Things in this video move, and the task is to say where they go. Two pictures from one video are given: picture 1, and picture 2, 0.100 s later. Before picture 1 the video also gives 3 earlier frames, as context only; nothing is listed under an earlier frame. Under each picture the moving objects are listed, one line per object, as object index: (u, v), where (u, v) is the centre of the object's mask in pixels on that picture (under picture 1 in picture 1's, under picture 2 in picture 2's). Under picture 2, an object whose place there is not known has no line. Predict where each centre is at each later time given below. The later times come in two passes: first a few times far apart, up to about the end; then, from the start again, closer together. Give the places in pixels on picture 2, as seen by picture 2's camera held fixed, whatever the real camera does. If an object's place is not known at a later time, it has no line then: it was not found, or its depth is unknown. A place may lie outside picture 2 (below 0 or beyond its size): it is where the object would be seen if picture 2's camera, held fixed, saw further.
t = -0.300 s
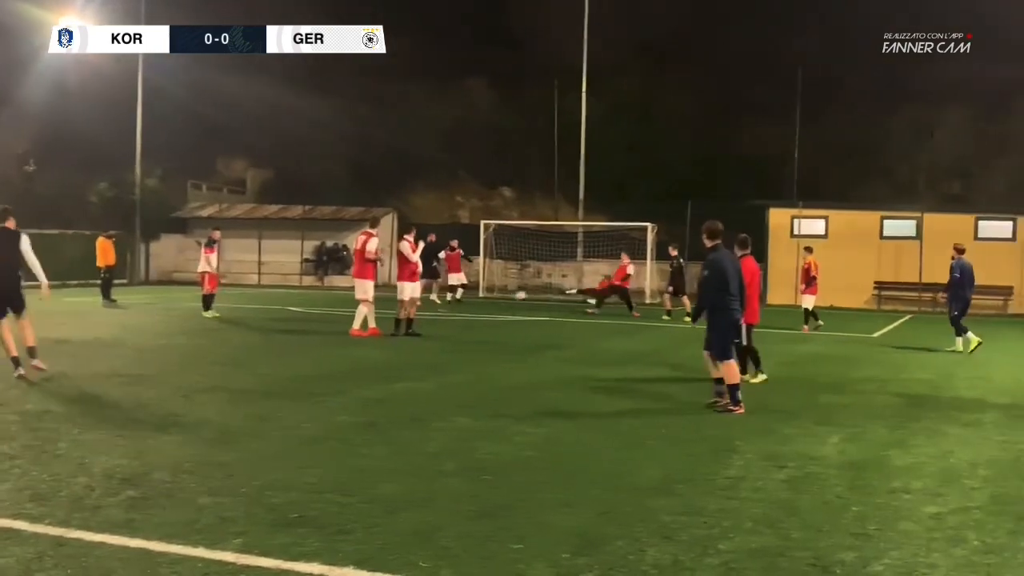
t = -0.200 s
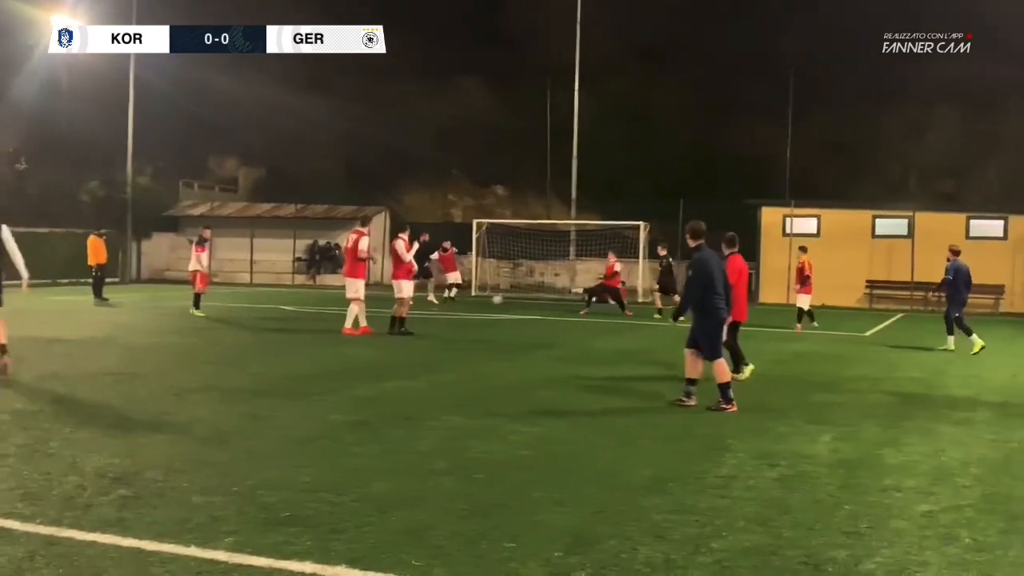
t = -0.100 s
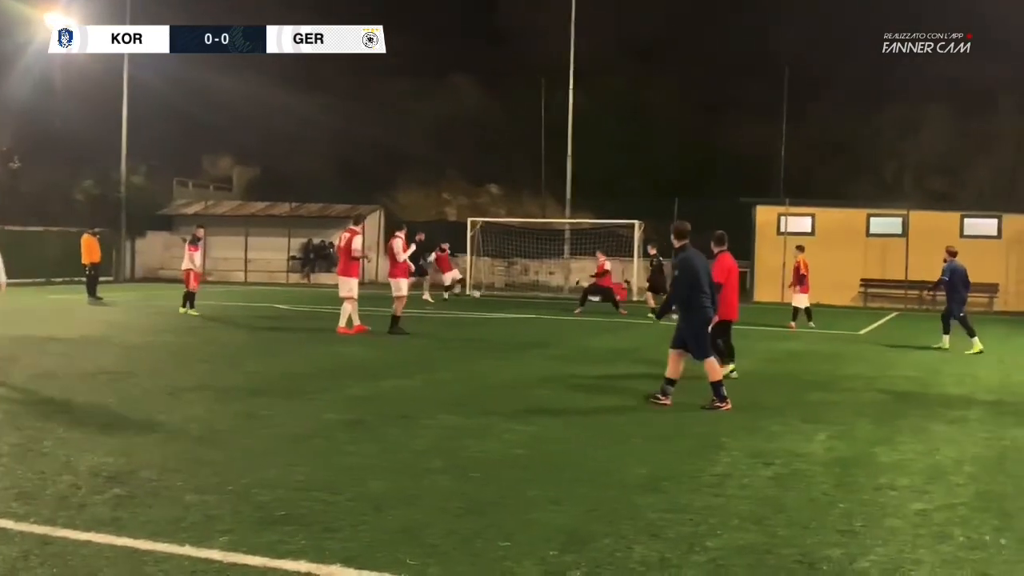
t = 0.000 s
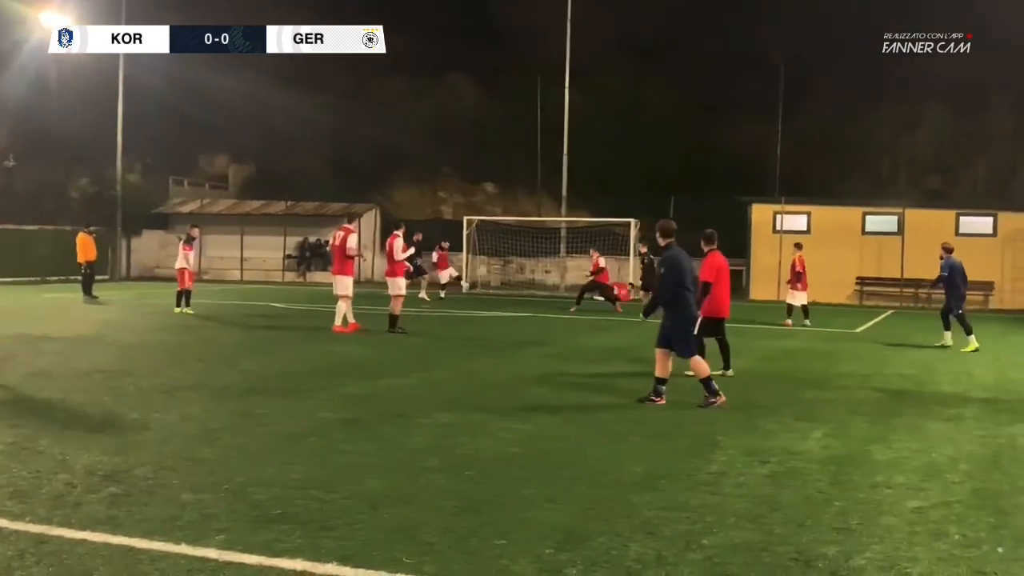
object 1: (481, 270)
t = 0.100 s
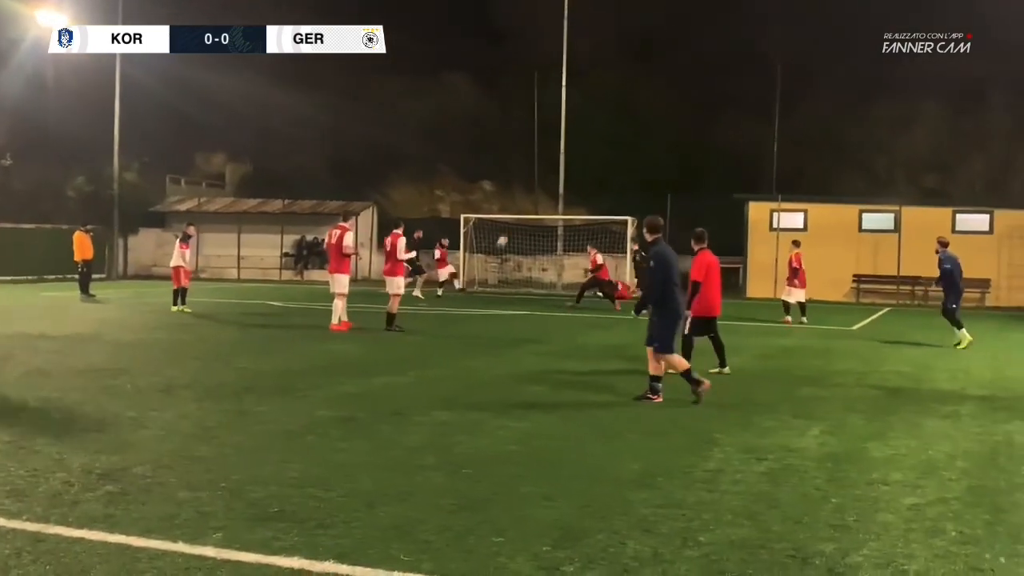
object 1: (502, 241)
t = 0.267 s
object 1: (539, 201)
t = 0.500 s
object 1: (589, 161)
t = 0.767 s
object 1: (649, 137)
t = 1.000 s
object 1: (703, 142)
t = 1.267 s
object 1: (770, 178)
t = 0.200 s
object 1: (524, 216)
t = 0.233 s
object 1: (531, 208)
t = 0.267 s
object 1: (539, 201)
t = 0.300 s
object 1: (546, 194)
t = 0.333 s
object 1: (553, 188)
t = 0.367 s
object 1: (561, 182)
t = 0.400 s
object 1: (568, 175)
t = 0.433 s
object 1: (575, 170)
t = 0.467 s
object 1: (582, 165)
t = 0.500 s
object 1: (589, 161)
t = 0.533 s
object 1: (597, 156)
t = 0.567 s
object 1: (604, 152)
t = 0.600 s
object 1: (613, 147)
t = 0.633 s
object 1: (619, 145)
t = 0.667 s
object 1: (626, 142)
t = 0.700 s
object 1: (634, 140)
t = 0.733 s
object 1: (641, 138)
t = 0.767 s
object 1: (649, 137)
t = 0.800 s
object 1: (656, 136)
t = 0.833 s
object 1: (664, 136)
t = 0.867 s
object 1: (671, 136)
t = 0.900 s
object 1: (679, 137)
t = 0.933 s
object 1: (686, 138)
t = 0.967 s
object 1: (695, 139)
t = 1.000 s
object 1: (703, 142)
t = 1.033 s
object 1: (711, 144)
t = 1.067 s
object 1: (719, 147)
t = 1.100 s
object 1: (727, 151)
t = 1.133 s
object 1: (736, 155)
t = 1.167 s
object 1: (744, 160)
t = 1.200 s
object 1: (753, 166)
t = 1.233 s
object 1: (761, 172)
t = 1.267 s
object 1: (770, 178)
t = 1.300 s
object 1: (778, 185)
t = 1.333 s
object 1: (787, 193)
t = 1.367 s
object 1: (796, 200)
